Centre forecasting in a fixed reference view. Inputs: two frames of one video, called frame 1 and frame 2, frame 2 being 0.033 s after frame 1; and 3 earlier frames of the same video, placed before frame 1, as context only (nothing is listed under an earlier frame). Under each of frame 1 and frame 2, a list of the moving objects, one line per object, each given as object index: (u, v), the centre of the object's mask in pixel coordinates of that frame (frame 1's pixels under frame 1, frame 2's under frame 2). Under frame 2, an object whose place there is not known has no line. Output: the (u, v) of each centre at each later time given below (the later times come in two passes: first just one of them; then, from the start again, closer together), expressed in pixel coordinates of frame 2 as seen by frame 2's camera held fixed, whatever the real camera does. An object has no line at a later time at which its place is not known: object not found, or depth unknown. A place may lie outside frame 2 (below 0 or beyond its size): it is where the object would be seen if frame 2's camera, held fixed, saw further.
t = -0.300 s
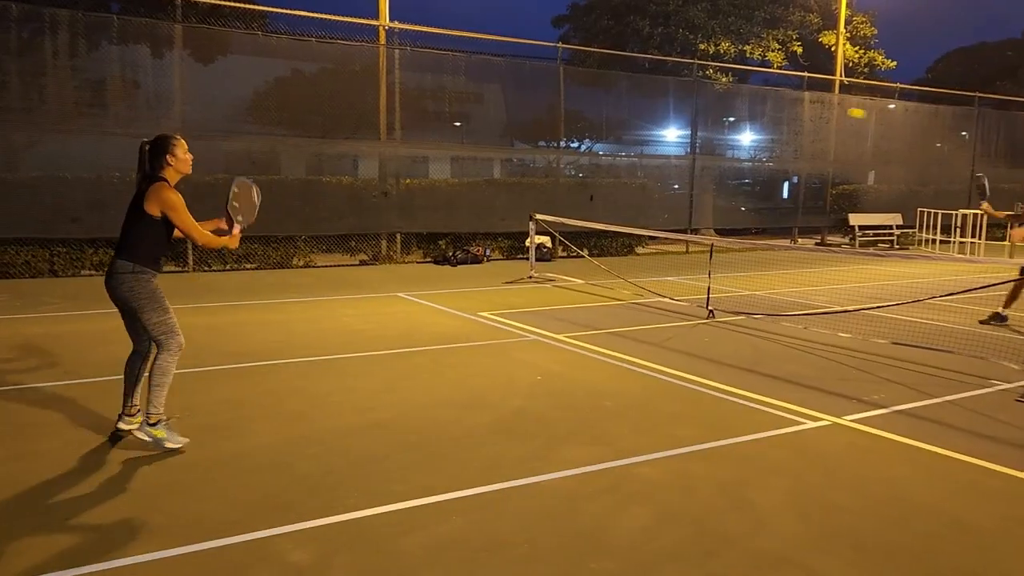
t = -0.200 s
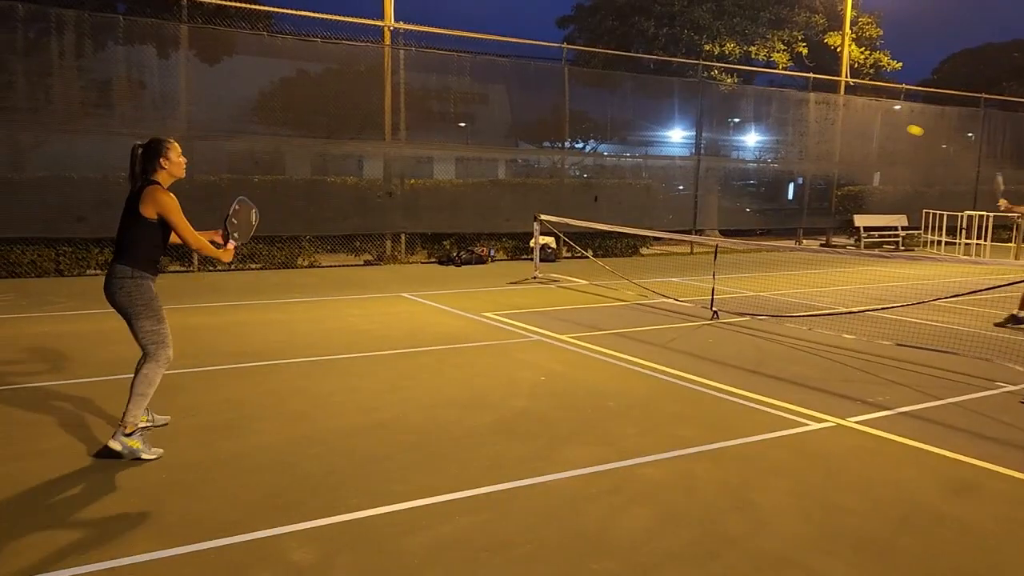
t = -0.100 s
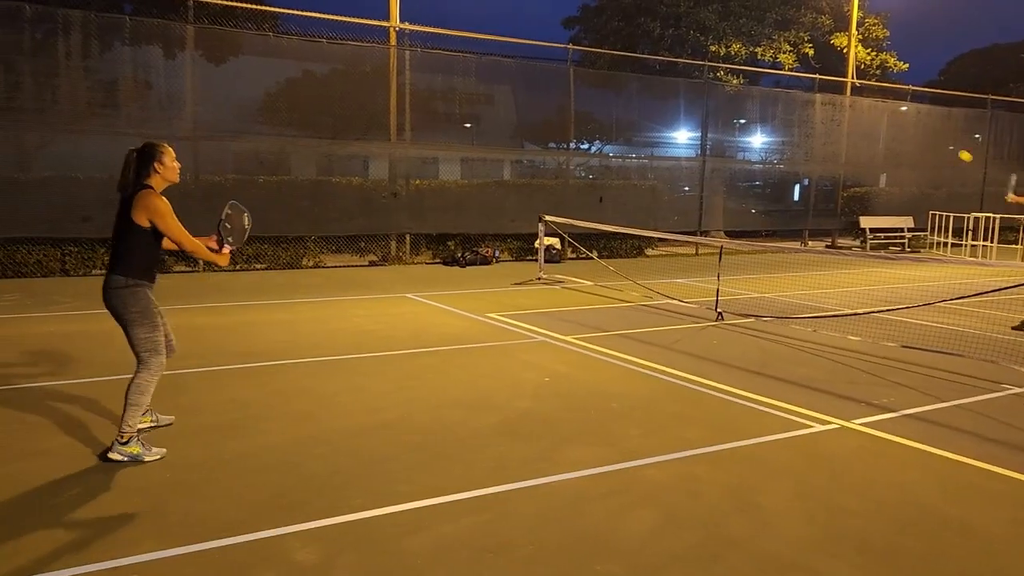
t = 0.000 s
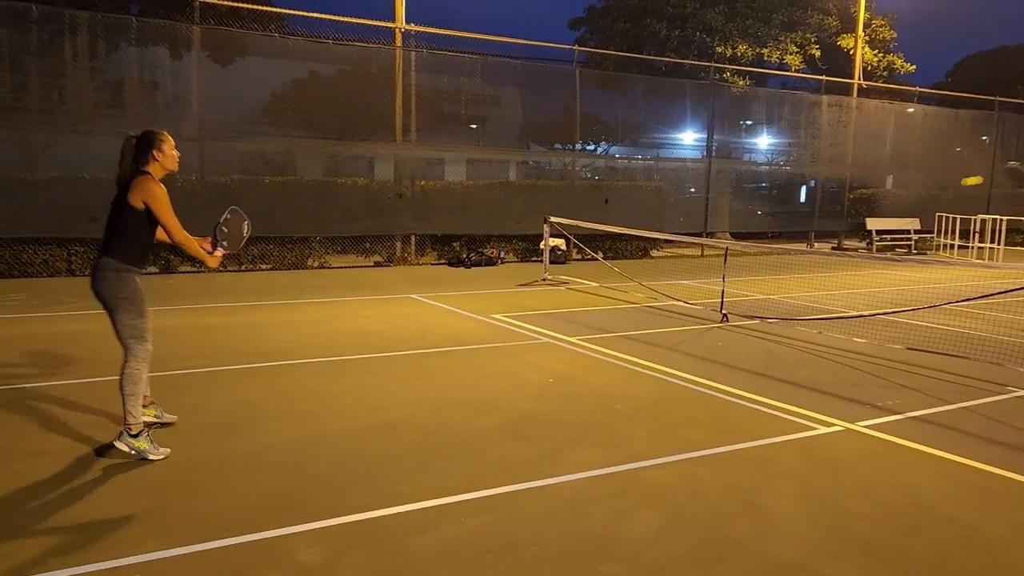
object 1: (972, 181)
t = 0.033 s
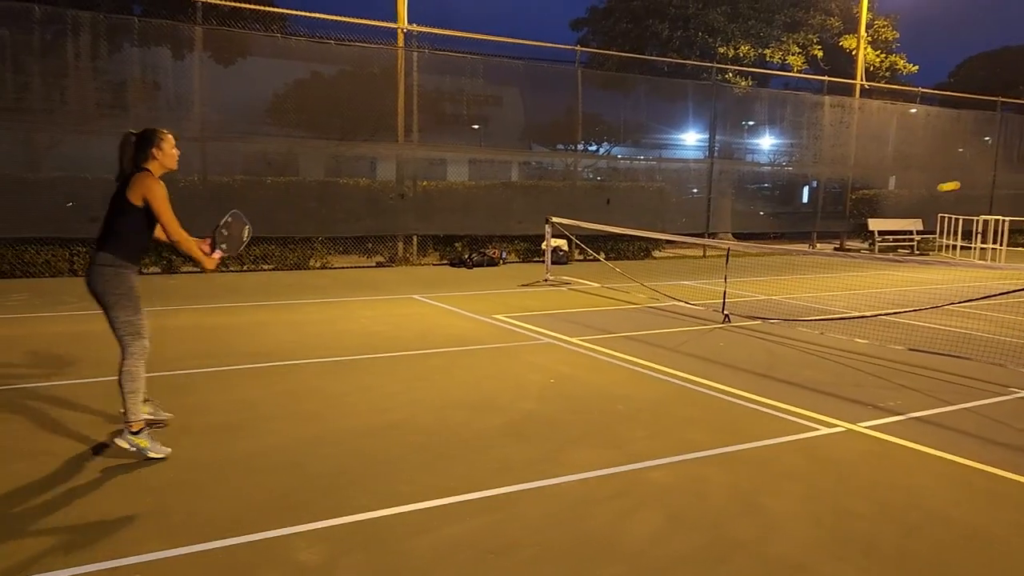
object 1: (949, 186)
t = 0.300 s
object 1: (652, 301)
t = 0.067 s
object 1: (920, 193)
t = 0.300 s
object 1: (652, 301)
